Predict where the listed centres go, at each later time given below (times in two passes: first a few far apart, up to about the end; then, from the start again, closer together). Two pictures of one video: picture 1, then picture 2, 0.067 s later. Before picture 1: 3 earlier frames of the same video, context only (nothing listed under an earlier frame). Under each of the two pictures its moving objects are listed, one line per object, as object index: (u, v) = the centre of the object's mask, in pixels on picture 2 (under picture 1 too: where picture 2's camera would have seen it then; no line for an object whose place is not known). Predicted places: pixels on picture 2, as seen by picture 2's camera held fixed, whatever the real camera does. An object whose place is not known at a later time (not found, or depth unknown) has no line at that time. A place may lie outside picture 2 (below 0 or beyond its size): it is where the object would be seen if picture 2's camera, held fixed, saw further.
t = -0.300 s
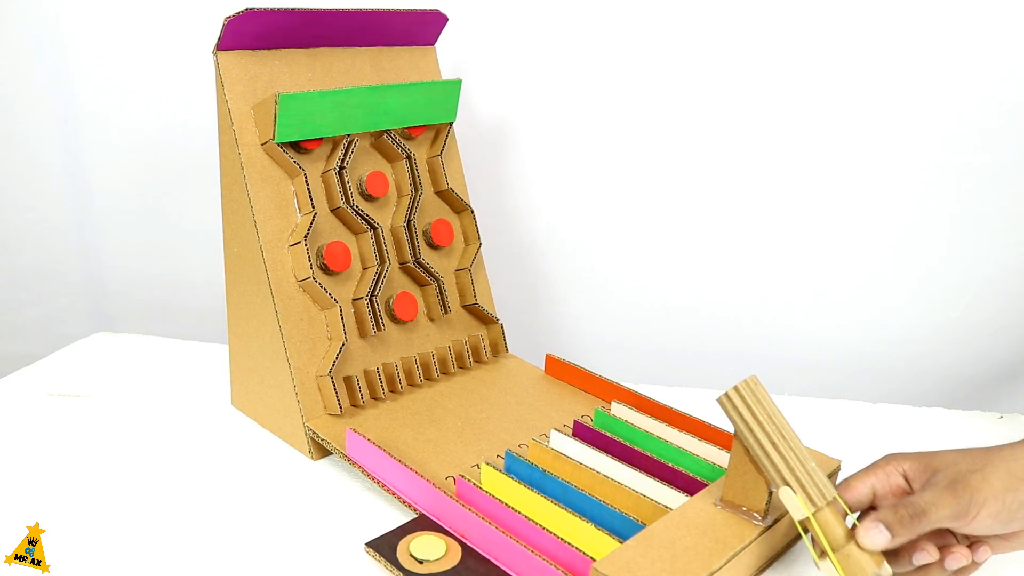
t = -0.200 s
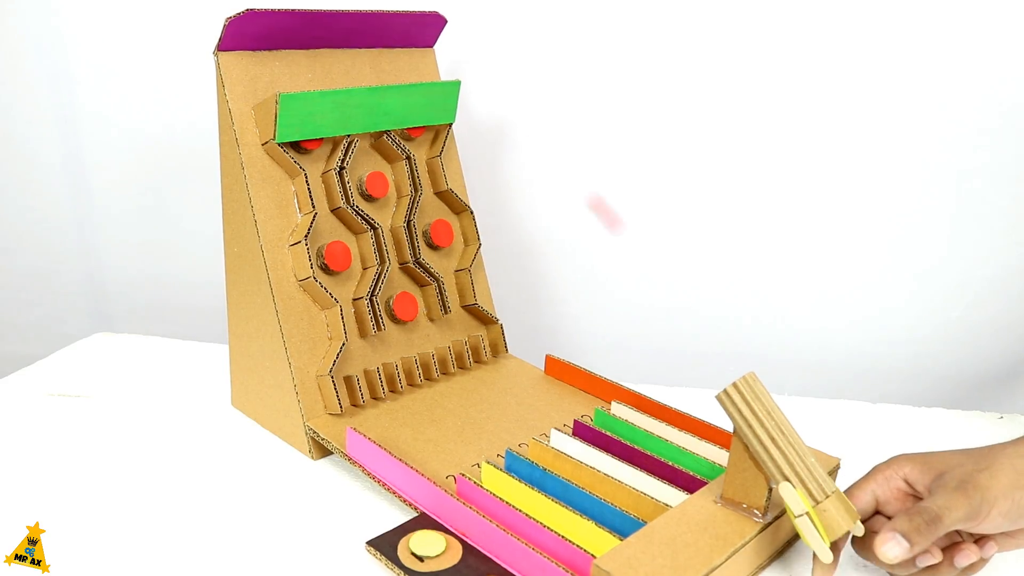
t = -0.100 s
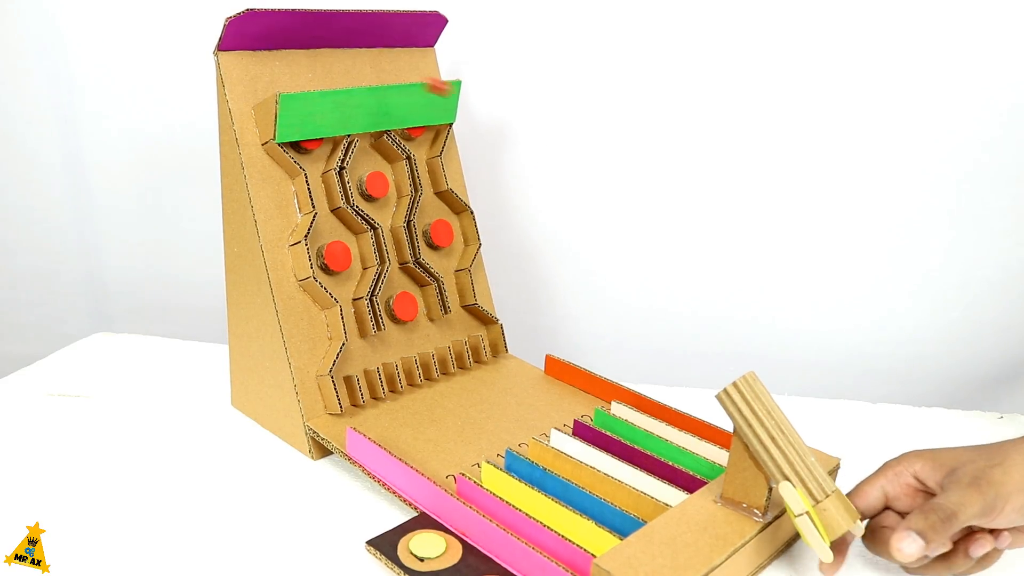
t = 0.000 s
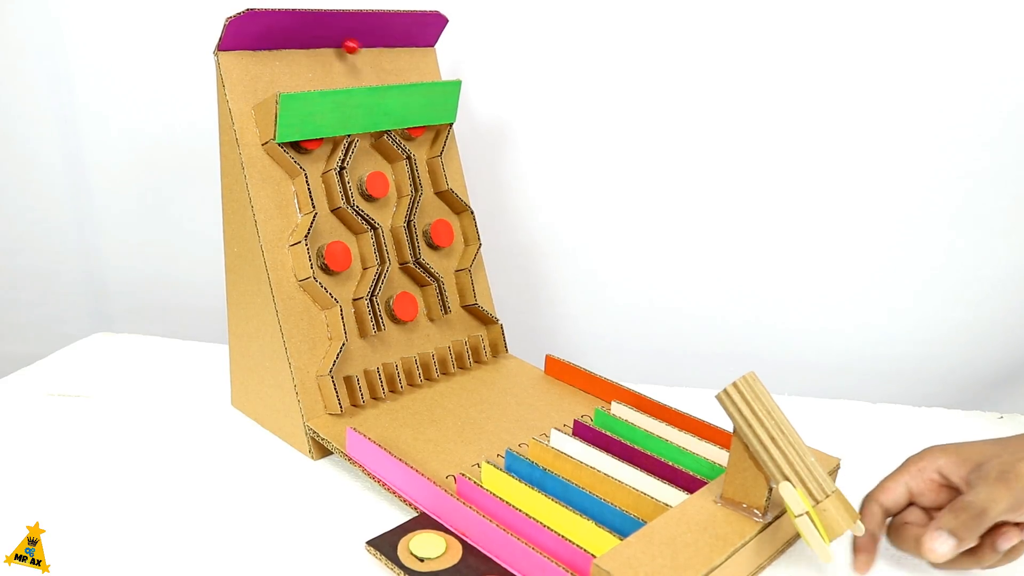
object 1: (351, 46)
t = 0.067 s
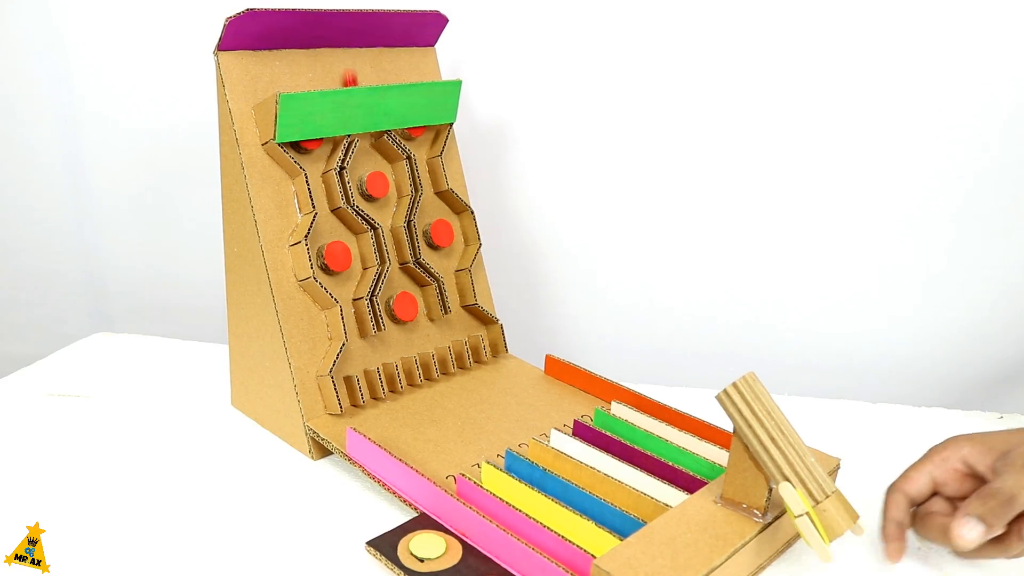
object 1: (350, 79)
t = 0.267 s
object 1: (392, 197)
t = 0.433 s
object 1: (388, 317)
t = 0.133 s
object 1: (370, 162)
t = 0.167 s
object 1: (377, 156)
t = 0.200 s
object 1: (382, 163)
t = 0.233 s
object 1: (393, 179)
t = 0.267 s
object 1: (392, 197)
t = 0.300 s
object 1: (387, 220)
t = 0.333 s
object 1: (391, 244)
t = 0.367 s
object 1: (394, 270)
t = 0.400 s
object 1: (385, 292)
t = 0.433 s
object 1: (388, 317)
